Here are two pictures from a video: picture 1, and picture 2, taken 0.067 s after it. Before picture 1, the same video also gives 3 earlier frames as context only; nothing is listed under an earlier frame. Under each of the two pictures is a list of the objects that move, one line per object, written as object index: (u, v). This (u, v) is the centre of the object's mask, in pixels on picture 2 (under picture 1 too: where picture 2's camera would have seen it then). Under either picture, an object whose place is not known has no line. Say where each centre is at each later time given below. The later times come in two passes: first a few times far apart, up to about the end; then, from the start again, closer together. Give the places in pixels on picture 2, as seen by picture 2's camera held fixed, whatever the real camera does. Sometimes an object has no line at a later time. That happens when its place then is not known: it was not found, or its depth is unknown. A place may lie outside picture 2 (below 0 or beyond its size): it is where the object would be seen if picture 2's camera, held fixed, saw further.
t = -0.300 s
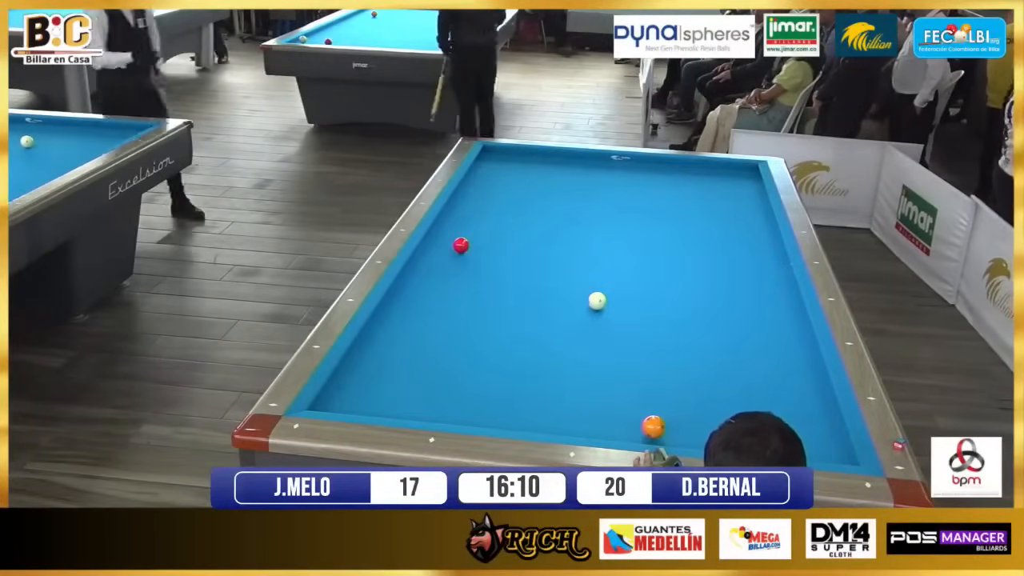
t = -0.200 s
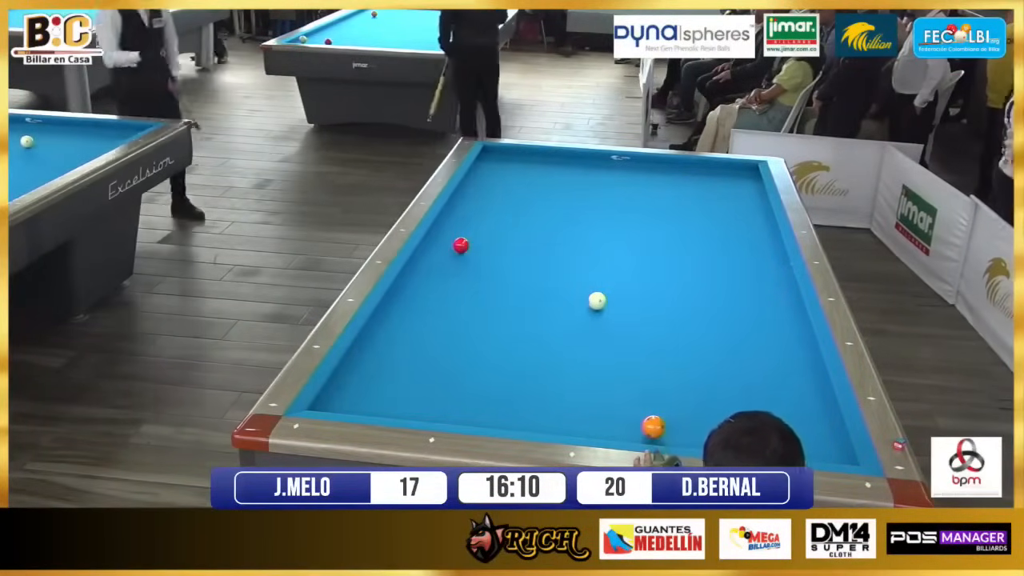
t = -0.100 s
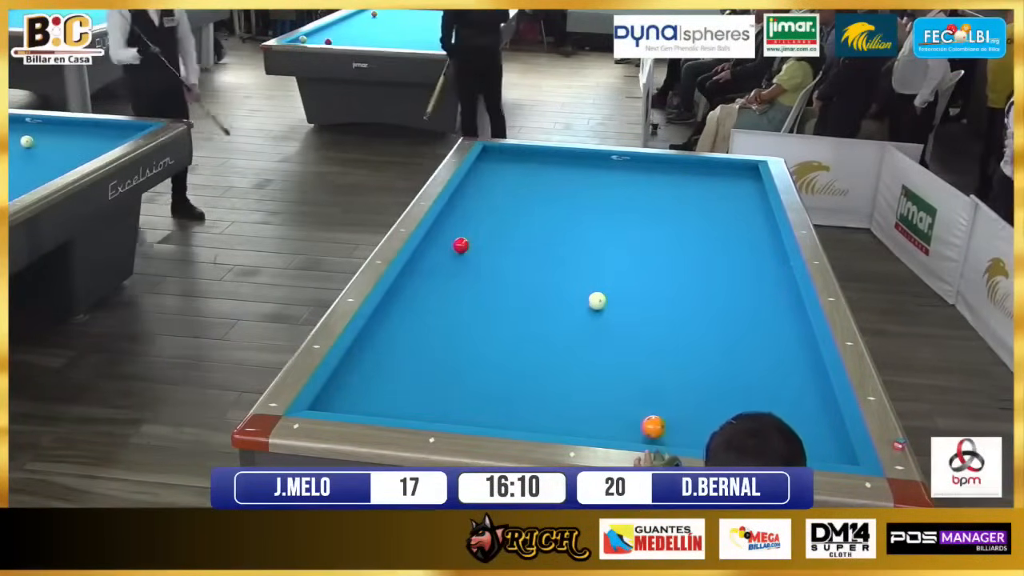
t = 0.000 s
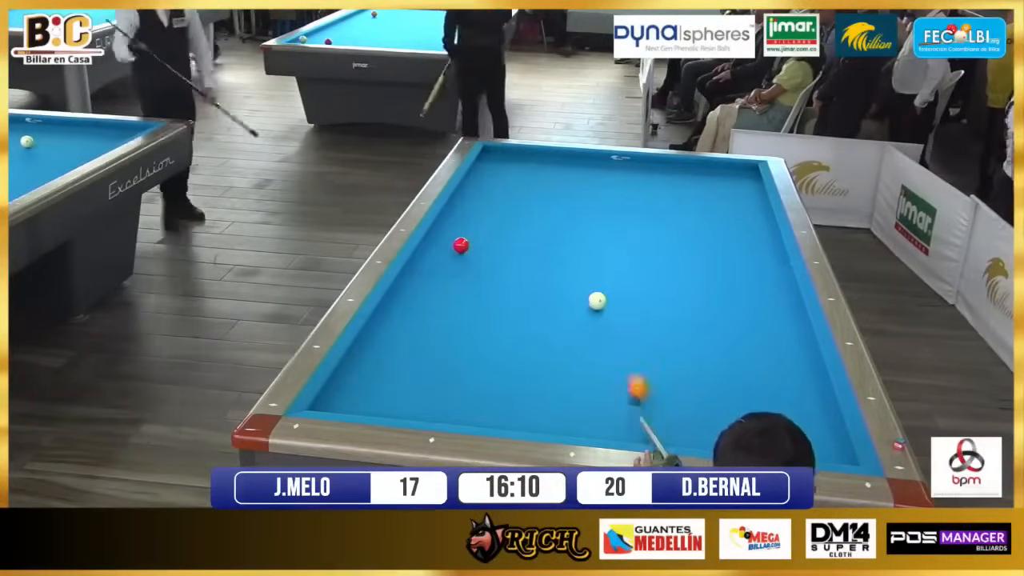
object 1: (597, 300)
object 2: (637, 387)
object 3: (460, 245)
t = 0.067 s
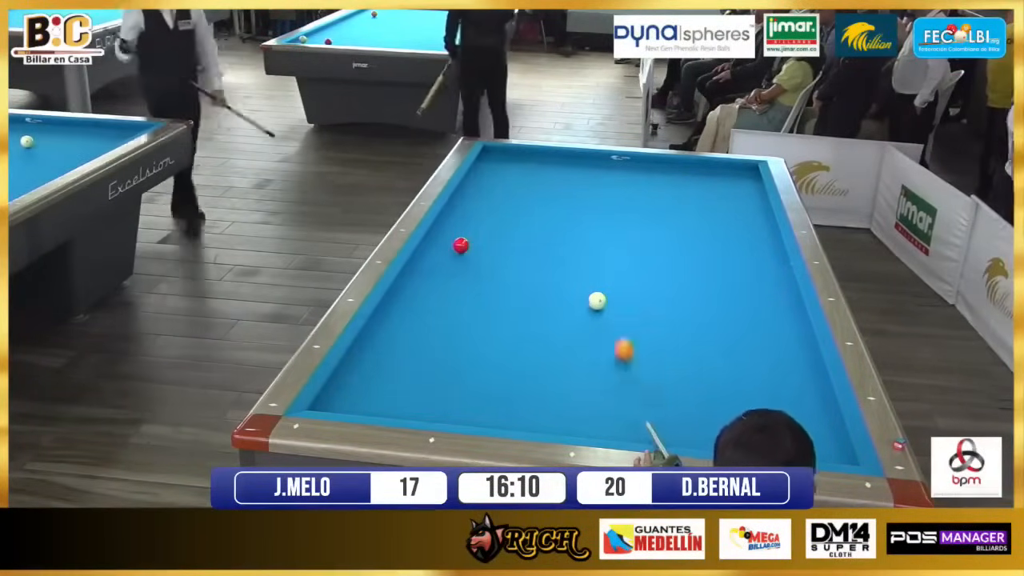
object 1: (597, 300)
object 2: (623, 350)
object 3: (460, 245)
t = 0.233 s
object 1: (566, 278)
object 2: (626, 303)
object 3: (460, 245)
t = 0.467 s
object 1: (494, 226)
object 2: (669, 284)
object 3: (460, 245)
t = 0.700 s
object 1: (467, 194)
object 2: (701, 265)
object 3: (460, 245)
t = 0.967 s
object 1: (521, 175)
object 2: (733, 247)
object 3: (460, 245)
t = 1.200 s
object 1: (557, 159)
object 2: (759, 232)
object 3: (460, 245)
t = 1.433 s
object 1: (588, 161)
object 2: (759, 215)
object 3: (460, 245)
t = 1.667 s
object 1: (620, 173)
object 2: (742, 197)
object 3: (460, 245)
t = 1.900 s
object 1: (654, 187)
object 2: (726, 182)
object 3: (461, 245)
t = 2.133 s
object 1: (690, 200)
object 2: (712, 168)
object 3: (461, 245)
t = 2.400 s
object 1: (735, 218)
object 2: (687, 168)
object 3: (461, 245)
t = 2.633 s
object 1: (771, 233)
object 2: (660, 172)
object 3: (460, 245)
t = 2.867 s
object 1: (750, 245)
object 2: (633, 177)
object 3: (460, 245)
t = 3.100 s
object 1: (729, 257)
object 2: (604, 182)
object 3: (461, 245)
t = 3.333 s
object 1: (707, 270)
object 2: (575, 188)
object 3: (460, 245)
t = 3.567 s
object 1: (684, 284)
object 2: (546, 193)
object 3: (460, 245)
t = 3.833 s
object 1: (655, 301)
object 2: (511, 199)
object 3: (460, 245)
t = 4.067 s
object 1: (629, 316)
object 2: (480, 205)
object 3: (460, 245)
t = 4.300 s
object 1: (600, 333)
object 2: (448, 211)
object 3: (460, 245)
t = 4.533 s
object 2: (457, 222)
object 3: (460, 245)
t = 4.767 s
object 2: (468, 233)
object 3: (460, 245)
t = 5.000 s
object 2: (481, 246)
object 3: (458, 245)
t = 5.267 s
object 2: (502, 259)
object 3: (452, 246)
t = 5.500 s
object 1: (434, 406)
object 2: (525, 267)
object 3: (447, 247)
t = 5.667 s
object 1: (417, 395)
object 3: (444, 248)
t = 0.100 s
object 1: (597, 300)
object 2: (617, 334)
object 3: (460, 245)
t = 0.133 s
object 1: (597, 300)
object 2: (611, 318)
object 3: (460, 245)
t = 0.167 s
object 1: (593, 298)
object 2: (608, 307)
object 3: (460, 245)
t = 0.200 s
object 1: (579, 288)
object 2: (618, 305)
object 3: (460, 245)
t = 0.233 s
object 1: (566, 278)
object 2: (626, 303)
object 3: (460, 245)
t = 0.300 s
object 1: (542, 261)
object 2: (642, 297)
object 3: (460, 245)
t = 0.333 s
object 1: (531, 252)
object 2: (648, 295)
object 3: (460, 245)
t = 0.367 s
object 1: (521, 245)
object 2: (654, 292)
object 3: (460, 245)
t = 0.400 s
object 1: (512, 238)
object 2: (659, 289)
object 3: (460, 245)
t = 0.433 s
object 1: (503, 232)
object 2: (664, 286)
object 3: (460, 245)
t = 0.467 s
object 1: (494, 226)
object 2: (669, 284)
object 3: (460, 245)
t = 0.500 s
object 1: (486, 220)
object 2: (674, 281)
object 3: (460, 245)
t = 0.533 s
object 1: (479, 215)
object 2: (679, 278)
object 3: (461, 245)
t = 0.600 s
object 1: (466, 204)
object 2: (688, 273)
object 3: (460, 245)
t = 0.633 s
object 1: (459, 199)
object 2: (692, 270)
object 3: (460, 245)
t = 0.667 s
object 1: (459, 196)
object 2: (696, 268)
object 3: (460, 245)
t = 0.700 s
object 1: (467, 194)
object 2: (701, 265)
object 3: (460, 245)
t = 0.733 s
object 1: (476, 191)
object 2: (705, 263)
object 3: (461, 245)
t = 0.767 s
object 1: (483, 189)
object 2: (709, 260)
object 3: (460, 245)
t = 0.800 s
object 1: (491, 187)
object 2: (713, 258)
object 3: (460, 245)
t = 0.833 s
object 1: (498, 184)
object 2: (717, 255)
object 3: (460, 245)
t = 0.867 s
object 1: (504, 182)
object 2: (721, 253)
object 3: (460, 245)
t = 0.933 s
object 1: (515, 177)
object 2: (729, 249)
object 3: (460, 245)
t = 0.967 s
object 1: (521, 175)
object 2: (733, 247)
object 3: (460, 245)
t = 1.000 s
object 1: (526, 172)
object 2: (737, 244)
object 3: (460, 245)
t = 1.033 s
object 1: (531, 170)
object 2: (741, 242)
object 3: (460, 245)
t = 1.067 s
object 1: (536, 168)
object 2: (745, 240)
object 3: (460, 245)
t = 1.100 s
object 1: (542, 166)
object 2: (748, 238)
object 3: (460, 245)
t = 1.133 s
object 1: (547, 164)
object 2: (752, 236)
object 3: (460, 245)
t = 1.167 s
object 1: (552, 162)
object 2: (755, 234)
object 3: (460, 245)
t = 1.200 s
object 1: (557, 159)
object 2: (759, 232)
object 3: (460, 245)
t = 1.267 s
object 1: (566, 155)
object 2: (766, 228)
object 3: (460, 245)
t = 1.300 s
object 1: (571, 154)
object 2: (769, 226)
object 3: (460, 245)
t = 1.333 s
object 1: (575, 154)
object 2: (769, 223)
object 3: (460, 245)
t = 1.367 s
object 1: (580, 157)
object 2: (765, 221)
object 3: (460, 245)
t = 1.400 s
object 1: (584, 159)
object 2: (762, 218)
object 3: (460, 245)
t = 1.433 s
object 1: (588, 161)
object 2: (759, 215)
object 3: (460, 245)
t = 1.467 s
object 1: (593, 163)
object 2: (757, 212)
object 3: (460, 245)
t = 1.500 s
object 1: (597, 165)
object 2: (754, 210)
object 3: (460, 245)
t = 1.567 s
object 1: (606, 168)
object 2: (749, 205)
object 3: (460, 245)
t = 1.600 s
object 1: (611, 170)
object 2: (747, 202)
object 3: (460, 245)
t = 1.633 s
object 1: (615, 172)
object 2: (744, 200)
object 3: (460, 245)
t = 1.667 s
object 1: (620, 173)
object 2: (742, 197)
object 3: (460, 245)
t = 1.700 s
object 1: (625, 175)
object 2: (739, 195)
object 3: (460, 245)
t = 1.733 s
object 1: (630, 177)
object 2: (737, 193)
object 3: (460, 245)
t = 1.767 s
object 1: (634, 179)
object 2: (735, 191)
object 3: (460, 245)
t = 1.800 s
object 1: (639, 181)
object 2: (733, 188)
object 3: (460, 245)
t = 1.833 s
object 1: (644, 183)
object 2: (731, 186)
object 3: (461, 245)
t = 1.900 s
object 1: (654, 187)
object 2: (726, 182)
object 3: (461, 245)
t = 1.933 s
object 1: (659, 188)
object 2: (724, 180)
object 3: (461, 245)
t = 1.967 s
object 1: (664, 191)
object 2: (722, 178)
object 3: (461, 245)
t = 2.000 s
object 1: (669, 192)
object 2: (720, 176)
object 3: (461, 245)
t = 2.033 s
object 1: (674, 194)
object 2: (718, 174)
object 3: (461, 245)
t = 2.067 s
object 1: (679, 196)
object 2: (716, 172)
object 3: (461, 245)
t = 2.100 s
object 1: (685, 198)
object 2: (714, 170)
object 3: (461, 245)
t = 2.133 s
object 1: (690, 200)
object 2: (712, 168)
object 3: (461, 245)
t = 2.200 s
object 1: (701, 205)
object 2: (709, 164)
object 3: (461, 245)
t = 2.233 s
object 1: (706, 207)
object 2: (707, 163)
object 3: (460, 245)
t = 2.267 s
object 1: (712, 209)
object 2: (703, 164)
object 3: (460, 245)
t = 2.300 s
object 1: (718, 211)
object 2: (699, 165)
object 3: (461, 245)
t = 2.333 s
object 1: (723, 213)
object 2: (695, 166)
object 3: (460, 245)
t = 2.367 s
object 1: (729, 216)
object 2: (691, 167)
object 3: (461, 245)
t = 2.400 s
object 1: (735, 218)
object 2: (687, 168)
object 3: (461, 245)
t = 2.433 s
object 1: (740, 220)
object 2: (683, 168)
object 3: (461, 245)
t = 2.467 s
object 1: (746, 222)
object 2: (679, 169)
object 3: (461, 245)
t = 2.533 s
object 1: (758, 227)
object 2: (672, 170)
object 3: (460, 245)
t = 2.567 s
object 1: (764, 229)
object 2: (668, 171)
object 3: (460, 245)
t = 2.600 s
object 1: (770, 232)
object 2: (664, 172)
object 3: (460, 245)
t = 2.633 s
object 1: (771, 233)
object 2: (660, 172)
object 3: (460, 245)
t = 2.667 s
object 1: (767, 235)
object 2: (656, 173)
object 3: (460, 245)
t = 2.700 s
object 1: (764, 237)
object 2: (652, 173)
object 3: (460, 245)
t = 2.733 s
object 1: (761, 238)
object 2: (648, 174)
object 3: (460, 245)
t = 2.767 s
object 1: (758, 240)
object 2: (644, 175)
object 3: (460, 245)
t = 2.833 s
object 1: (753, 243)
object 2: (637, 176)
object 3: (460, 245)
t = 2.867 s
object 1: (750, 245)
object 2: (633, 177)
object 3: (460, 245)
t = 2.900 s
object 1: (747, 247)
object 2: (628, 178)
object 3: (460, 245)
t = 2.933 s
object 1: (744, 248)
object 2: (625, 179)
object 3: (460, 245)
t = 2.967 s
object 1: (741, 250)
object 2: (620, 179)
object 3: (460, 245)
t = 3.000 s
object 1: (738, 252)
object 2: (616, 180)
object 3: (460, 245)
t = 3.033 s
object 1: (735, 253)
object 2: (612, 181)
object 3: (460, 245)
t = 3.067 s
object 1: (732, 255)
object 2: (608, 181)
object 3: (461, 245)
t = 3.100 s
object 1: (729, 257)
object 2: (604, 182)
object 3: (461, 245)
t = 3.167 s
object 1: (723, 261)
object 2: (596, 184)
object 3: (460, 245)
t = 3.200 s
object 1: (720, 263)
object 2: (592, 185)
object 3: (460, 245)
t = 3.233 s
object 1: (717, 264)
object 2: (587, 185)
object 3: (460, 245)
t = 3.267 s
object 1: (714, 266)
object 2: (583, 186)
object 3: (460, 245)
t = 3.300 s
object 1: (711, 268)
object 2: (579, 187)
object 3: (460, 245)
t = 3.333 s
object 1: (707, 270)
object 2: (575, 188)
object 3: (460, 245)
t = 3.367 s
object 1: (705, 271)
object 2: (571, 188)
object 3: (460, 245)
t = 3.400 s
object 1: (701, 274)
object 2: (567, 189)
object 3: (460, 245)
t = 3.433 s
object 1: (697, 276)
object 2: (563, 190)
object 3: (460, 245)
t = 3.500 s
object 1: (691, 280)
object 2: (554, 192)
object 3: (460, 245)
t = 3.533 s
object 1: (687, 282)
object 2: (549, 192)
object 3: (460, 245)
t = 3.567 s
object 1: (684, 284)
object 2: (546, 193)
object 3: (460, 245)
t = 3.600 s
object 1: (681, 286)
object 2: (541, 194)
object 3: (460, 245)
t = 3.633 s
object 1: (677, 288)
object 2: (537, 195)
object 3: (460, 245)
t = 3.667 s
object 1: (674, 290)
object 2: (533, 195)
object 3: (460, 245)
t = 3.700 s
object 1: (670, 292)
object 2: (528, 196)
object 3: (460, 245)
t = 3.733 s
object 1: (666, 294)
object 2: (524, 197)
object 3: (460, 245)
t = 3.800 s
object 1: (659, 299)
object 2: (516, 199)
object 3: (460, 245)
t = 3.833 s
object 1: (655, 301)
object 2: (511, 199)
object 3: (460, 245)
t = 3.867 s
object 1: (652, 303)
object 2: (507, 200)
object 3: (460, 245)
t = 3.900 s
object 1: (648, 305)
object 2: (502, 201)
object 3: (460, 245)
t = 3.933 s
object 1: (644, 307)
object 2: (498, 202)
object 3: (460, 245)
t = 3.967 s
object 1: (640, 309)
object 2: (493, 203)
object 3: (460, 245)
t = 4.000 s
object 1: (636, 312)
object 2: (489, 204)
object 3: (460, 245)
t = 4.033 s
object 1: (633, 314)
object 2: (485, 204)
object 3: (460, 245)
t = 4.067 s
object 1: (629, 316)
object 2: (480, 205)
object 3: (460, 245)
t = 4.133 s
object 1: (621, 321)
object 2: (471, 207)
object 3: (460, 245)
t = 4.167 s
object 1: (617, 324)
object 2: (467, 207)
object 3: (460, 245)
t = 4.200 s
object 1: (613, 326)
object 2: (462, 208)
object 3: (460, 245)
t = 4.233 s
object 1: (609, 328)
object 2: (457, 209)
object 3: (460, 245)
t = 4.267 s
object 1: (604, 331)
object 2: (452, 210)
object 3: (460, 245)
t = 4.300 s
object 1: (600, 333)
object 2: (448, 211)
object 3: (460, 245)
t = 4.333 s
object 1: (596, 336)
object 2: (449, 212)
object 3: (460, 245)
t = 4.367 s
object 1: (592, 337)
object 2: (450, 214)
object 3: (460, 245)
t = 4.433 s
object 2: (453, 217)
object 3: (460, 245)
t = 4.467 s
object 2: (454, 219)
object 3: (460, 245)
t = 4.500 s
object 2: (456, 221)
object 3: (460, 245)
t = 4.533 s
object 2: (457, 222)
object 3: (460, 245)
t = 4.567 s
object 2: (459, 224)
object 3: (460, 245)
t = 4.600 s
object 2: (460, 225)
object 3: (460, 245)
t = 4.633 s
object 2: (461, 227)
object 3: (460, 245)
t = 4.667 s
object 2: (463, 228)
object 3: (460, 245)
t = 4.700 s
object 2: (464, 230)
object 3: (460, 245)
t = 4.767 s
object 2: (468, 233)
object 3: (460, 245)
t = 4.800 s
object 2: (469, 235)
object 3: (460, 245)
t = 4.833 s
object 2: (471, 237)
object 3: (461, 245)
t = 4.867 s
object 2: (472, 239)
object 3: (460, 245)
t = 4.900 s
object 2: (473, 241)
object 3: (460, 245)
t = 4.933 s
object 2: (475, 242)
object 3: (460, 245)
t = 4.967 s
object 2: (478, 244)
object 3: (459, 245)
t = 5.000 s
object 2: (481, 246)
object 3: (458, 245)
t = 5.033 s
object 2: (483, 247)
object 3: (458, 245)
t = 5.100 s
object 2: (488, 251)
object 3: (456, 246)
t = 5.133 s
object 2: (491, 252)
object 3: (455, 246)
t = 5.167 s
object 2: (494, 254)
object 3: (454, 246)
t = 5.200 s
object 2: (496, 255)
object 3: (454, 246)
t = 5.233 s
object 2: (499, 257)
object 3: (453, 246)
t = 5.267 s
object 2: (502, 259)
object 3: (452, 246)
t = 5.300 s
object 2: (505, 260)
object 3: (451, 246)
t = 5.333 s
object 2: (508, 262)
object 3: (451, 246)
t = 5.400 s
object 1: (440, 413)
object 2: (513, 265)
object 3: (449, 247)
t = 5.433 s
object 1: (440, 411)
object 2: (516, 267)
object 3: (449, 247)
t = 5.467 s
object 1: (437, 409)
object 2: (519, 268)
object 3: (448, 247)
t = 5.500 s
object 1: (434, 406)
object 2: (525, 267)
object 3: (447, 247)
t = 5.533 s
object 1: (430, 404)
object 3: (447, 247)
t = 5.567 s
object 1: (427, 402)
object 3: (446, 247)
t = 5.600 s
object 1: (424, 399)
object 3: (445, 247)
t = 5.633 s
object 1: (421, 397)
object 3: (445, 248)
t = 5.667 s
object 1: (417, 395)
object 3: (444, 248)
